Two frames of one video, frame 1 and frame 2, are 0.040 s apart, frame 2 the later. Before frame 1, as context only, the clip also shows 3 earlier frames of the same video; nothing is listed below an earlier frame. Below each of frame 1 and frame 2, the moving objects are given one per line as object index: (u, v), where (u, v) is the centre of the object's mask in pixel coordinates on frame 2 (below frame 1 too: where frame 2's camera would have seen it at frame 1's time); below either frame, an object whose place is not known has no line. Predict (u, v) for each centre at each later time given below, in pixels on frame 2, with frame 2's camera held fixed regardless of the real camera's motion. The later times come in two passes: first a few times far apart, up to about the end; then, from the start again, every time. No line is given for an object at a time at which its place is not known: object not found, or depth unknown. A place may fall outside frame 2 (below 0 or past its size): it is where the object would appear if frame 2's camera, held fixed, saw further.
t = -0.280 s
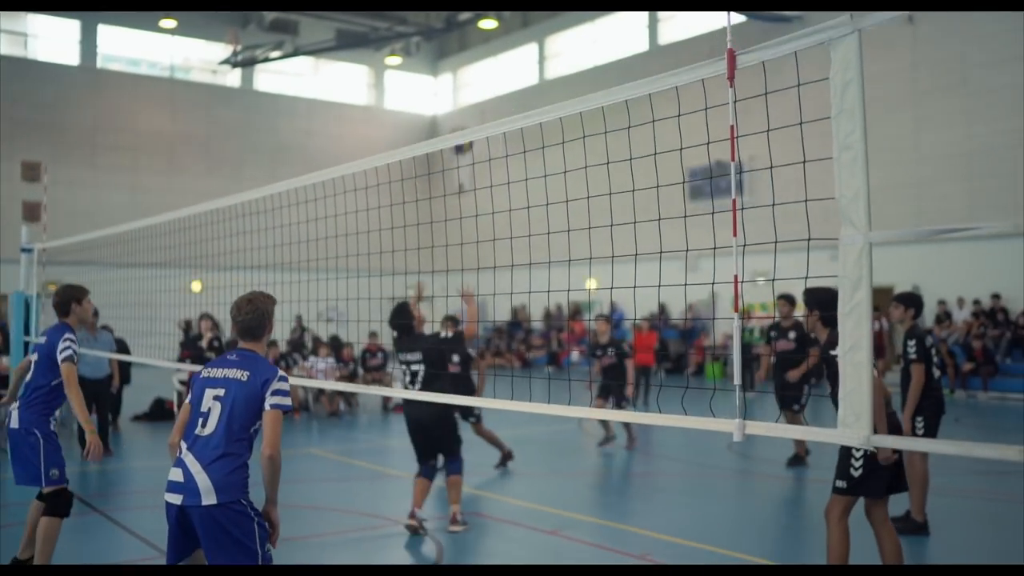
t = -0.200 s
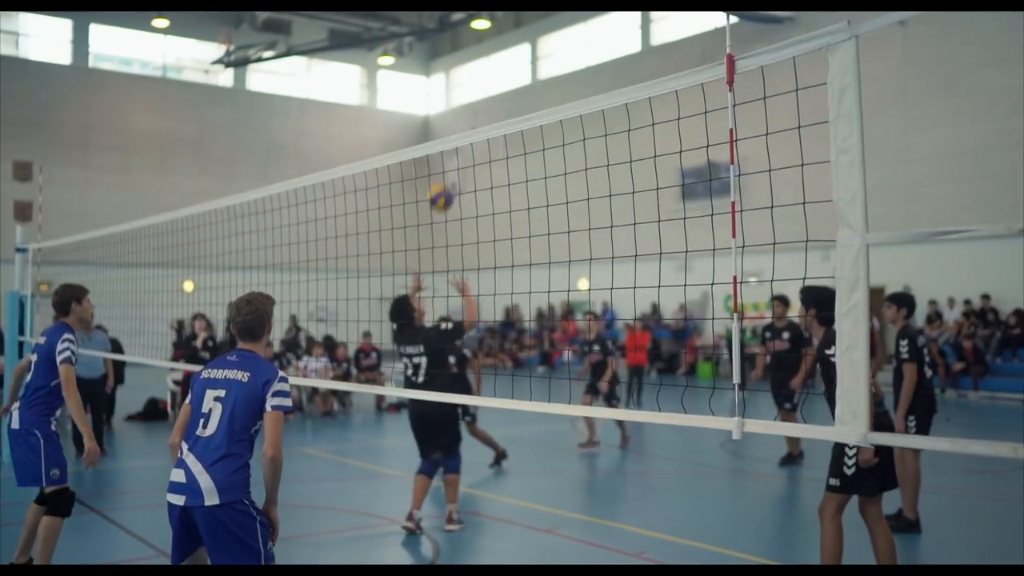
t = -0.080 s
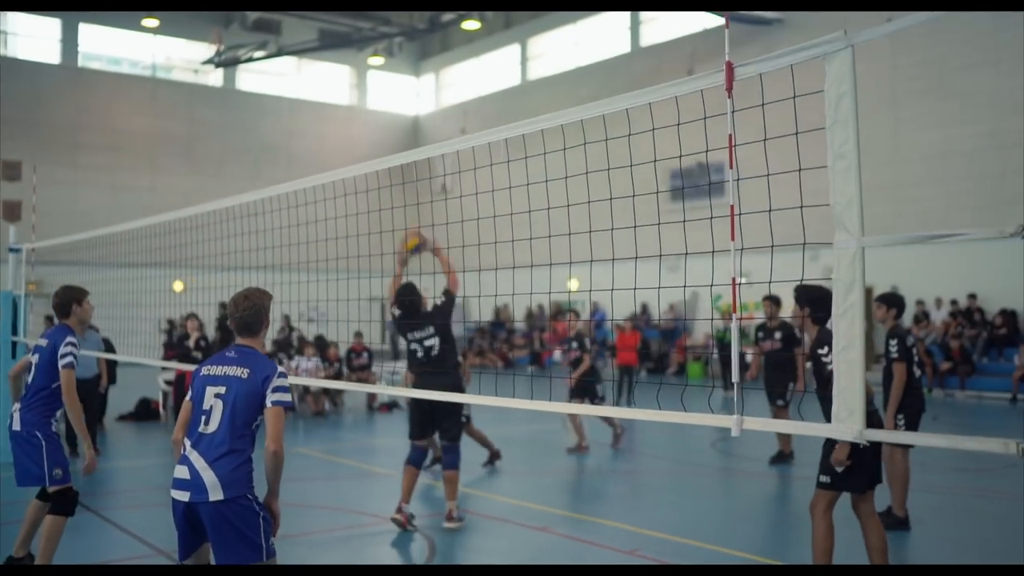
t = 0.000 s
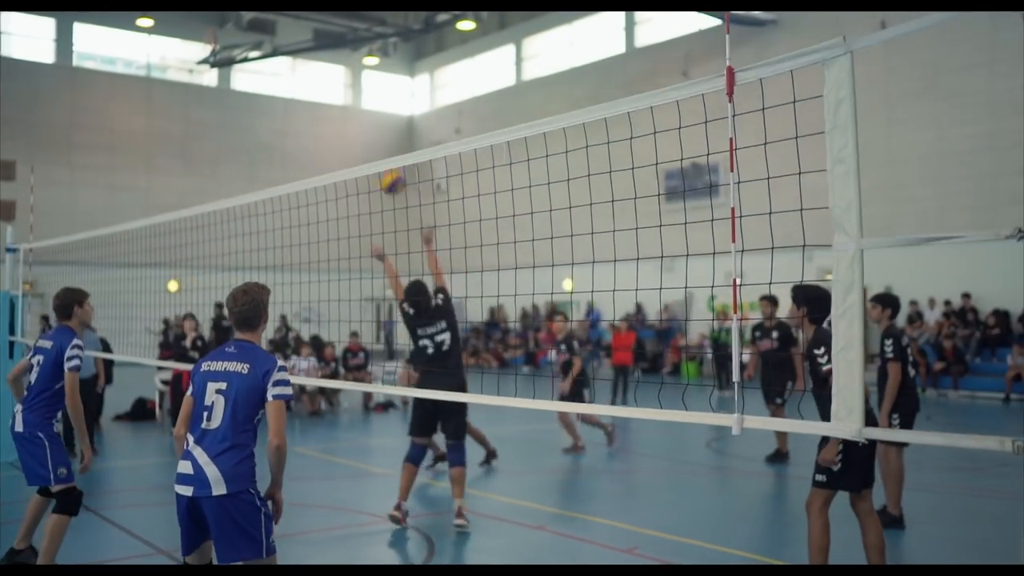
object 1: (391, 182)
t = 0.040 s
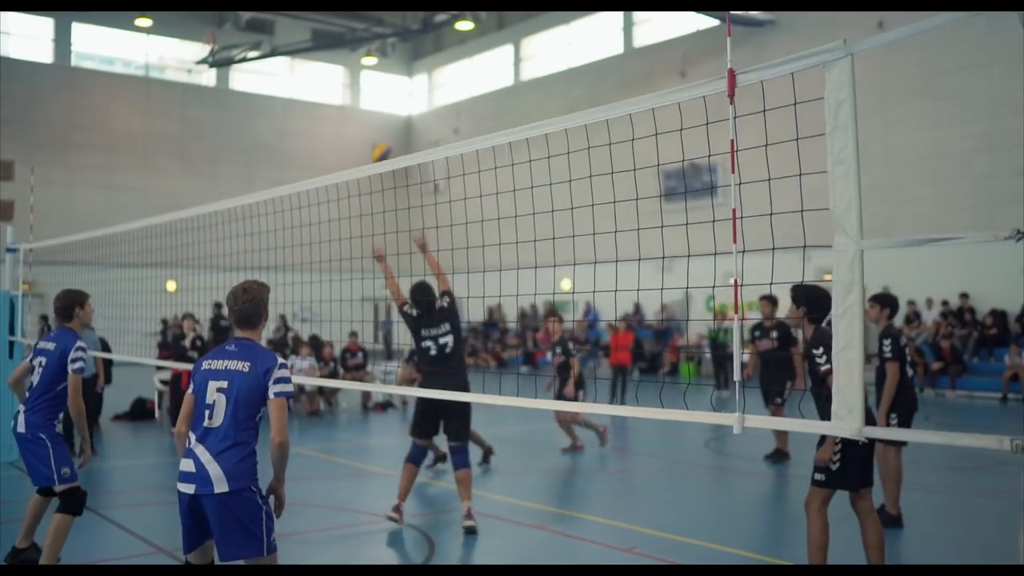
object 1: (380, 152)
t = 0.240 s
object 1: (345, 63)
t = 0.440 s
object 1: (315, 24)
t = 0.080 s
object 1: (374, 132)
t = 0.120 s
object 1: (366, 112)
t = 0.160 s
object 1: (358, 94)
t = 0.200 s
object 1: (352, 77)
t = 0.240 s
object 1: (345, 63)
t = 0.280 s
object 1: (339, 51)
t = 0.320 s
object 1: (333, 42)
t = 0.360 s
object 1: (327, 33)
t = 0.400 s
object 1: (322, 29)
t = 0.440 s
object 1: (315, 24)
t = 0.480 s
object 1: (308, 23)
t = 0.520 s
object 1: (303, 23)
